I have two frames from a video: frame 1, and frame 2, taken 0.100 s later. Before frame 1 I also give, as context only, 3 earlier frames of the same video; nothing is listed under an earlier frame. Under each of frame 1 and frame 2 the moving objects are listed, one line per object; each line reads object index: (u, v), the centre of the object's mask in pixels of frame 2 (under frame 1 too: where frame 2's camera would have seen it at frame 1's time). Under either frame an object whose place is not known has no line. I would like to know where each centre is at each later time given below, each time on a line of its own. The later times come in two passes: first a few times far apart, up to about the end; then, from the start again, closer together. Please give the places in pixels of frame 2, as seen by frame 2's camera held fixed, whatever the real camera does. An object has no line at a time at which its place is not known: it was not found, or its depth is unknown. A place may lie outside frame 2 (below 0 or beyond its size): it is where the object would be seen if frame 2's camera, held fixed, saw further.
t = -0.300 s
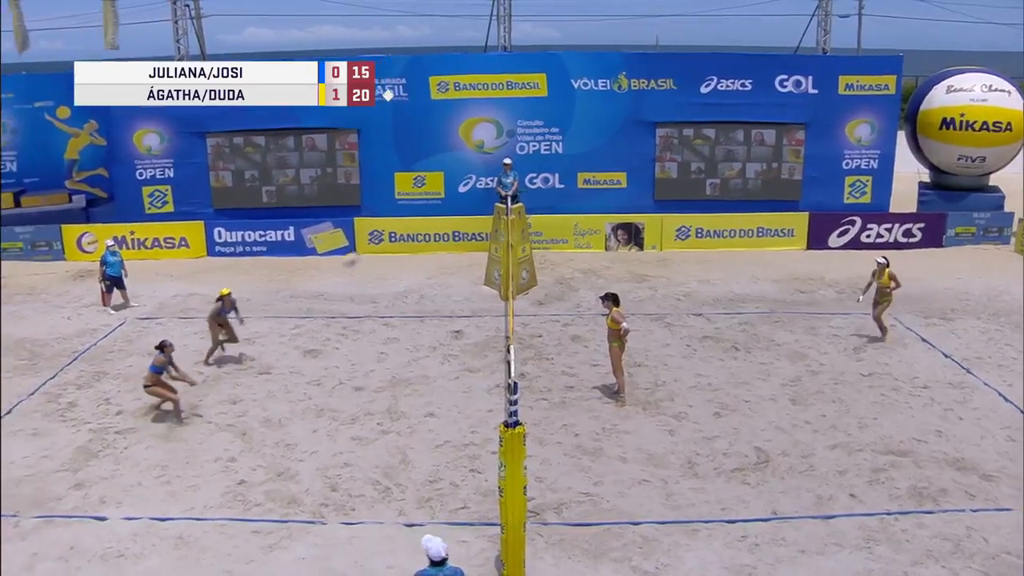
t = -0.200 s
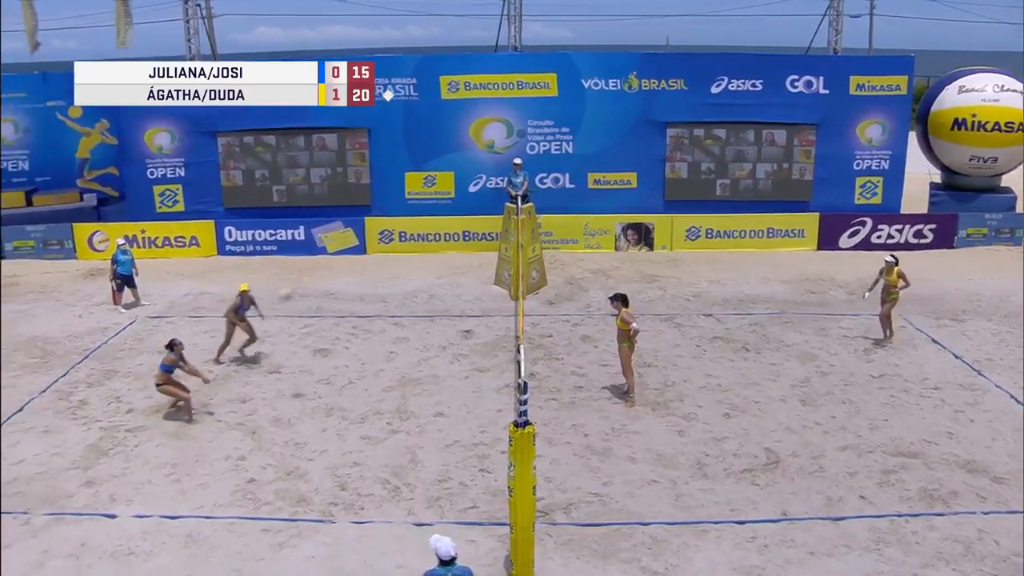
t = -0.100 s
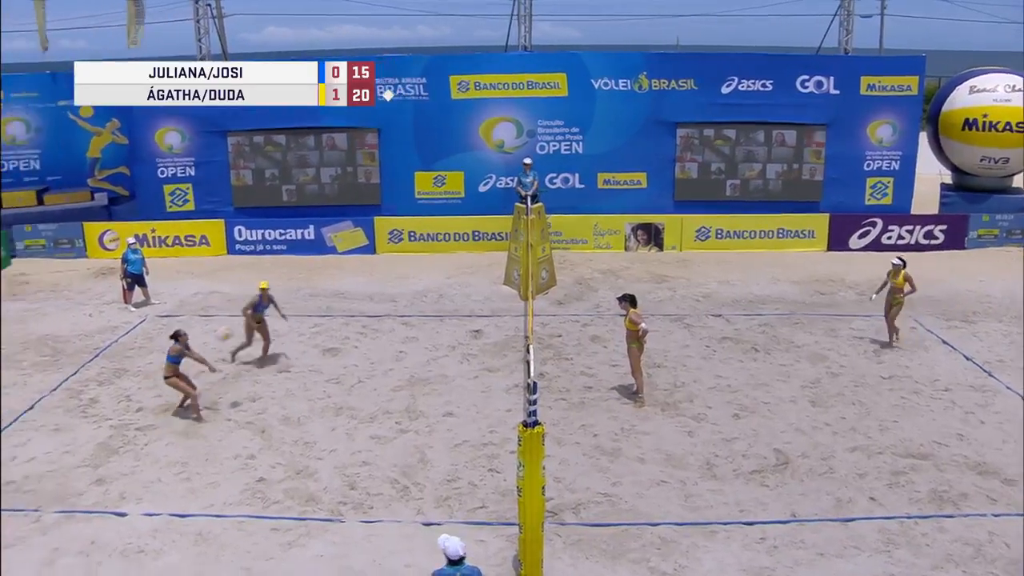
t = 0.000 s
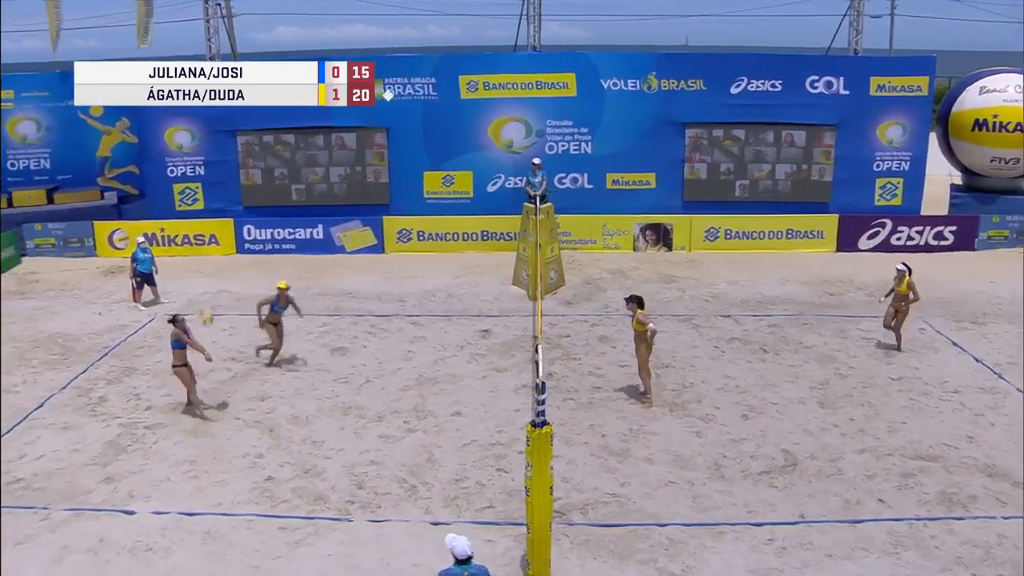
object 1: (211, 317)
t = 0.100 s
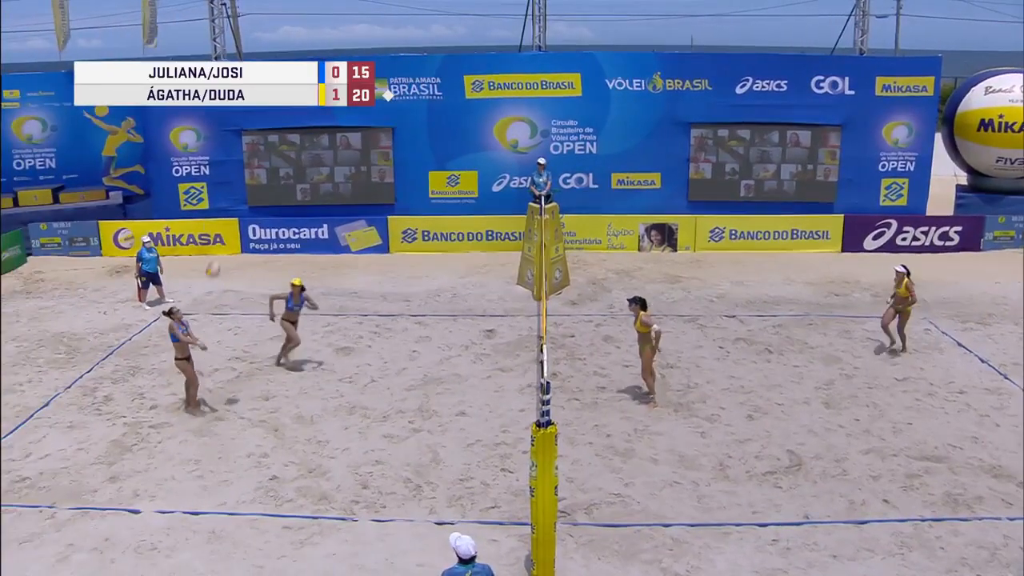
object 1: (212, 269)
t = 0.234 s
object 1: (216, 215)
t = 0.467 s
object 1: (225, 148)
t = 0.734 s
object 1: (242, 115)
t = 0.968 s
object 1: (258, 126)
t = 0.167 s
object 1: (214, 240)
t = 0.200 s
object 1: (214, 228)
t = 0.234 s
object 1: (216, 215)
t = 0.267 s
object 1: (217, 205)
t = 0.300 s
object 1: (218, 193)
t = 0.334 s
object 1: (219, 182)
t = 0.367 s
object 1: (221, 173)
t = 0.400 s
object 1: (223, 164)
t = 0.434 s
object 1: (224, 156)
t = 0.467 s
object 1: (225, 148)
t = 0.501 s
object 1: (227, 141)
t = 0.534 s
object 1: (229, 135)
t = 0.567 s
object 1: (231, 130)
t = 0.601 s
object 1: (233, 125)
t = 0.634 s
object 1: (235, 122)
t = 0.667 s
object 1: (237, 119)
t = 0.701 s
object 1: (239, 117)
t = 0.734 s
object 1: (242, 115)
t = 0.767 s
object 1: (243, 114)
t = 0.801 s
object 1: (245, 114)
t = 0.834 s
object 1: (248, 115)
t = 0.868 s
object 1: (250, 117)
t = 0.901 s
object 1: (252, 119)
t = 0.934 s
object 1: (255, 122)
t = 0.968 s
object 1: (258, 126)
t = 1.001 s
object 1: (261, 129)
